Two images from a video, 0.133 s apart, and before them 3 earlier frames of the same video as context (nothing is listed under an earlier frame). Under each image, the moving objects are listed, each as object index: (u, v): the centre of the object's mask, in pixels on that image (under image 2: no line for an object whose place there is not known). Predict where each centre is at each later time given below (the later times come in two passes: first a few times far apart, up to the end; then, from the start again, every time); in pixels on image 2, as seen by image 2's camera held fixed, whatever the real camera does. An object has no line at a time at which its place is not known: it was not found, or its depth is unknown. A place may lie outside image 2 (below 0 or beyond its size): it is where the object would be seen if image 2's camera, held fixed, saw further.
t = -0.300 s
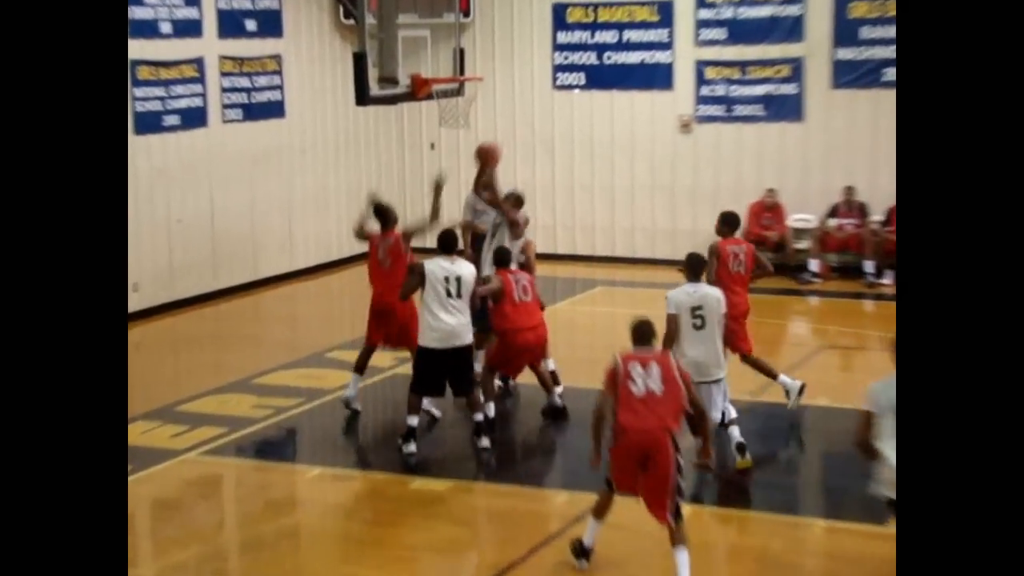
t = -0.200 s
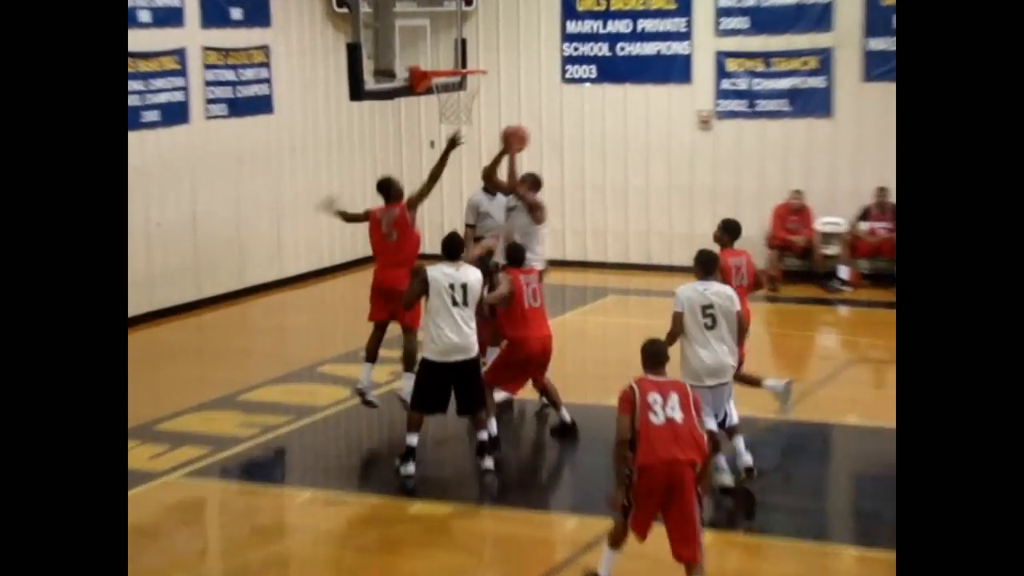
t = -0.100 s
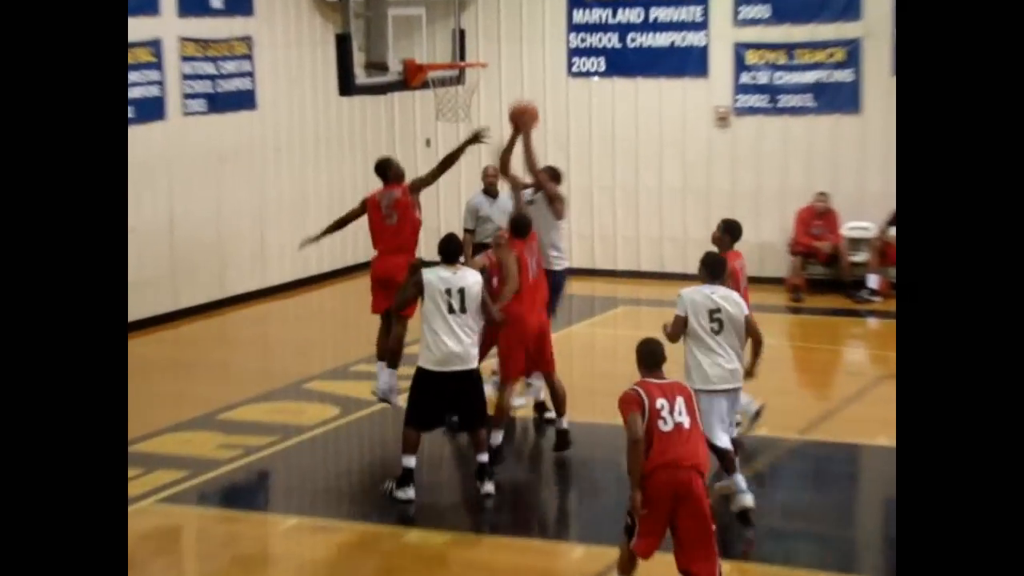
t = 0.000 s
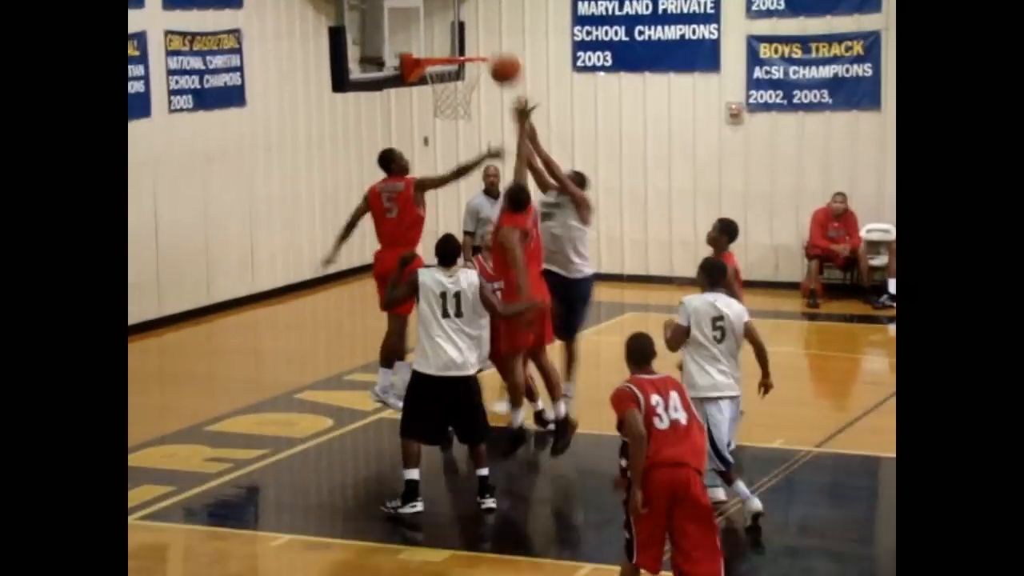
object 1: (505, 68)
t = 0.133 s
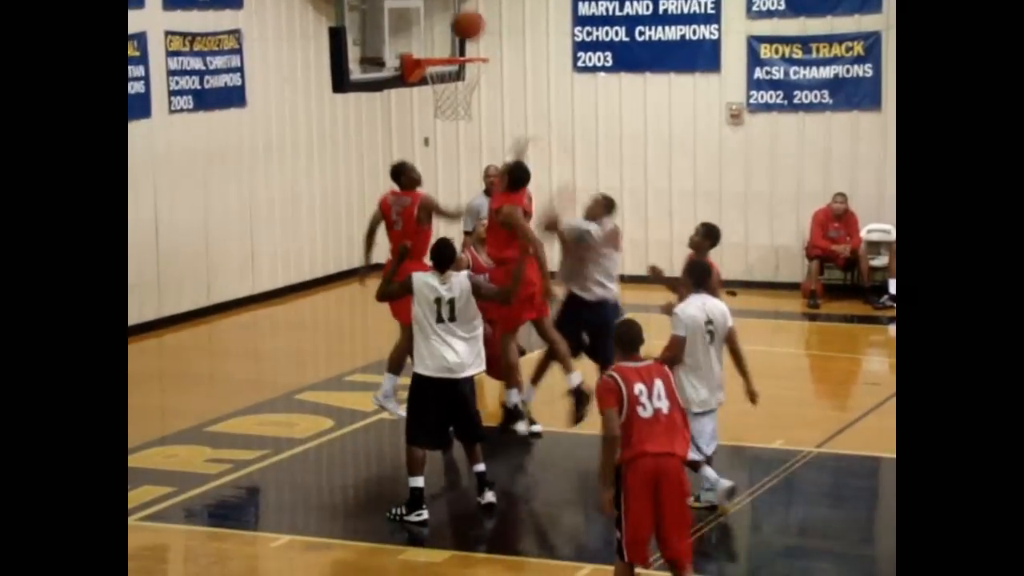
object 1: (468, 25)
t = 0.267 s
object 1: (431, 8)
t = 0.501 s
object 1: (449, 36)
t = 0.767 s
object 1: (465, 91)
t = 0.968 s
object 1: (453, 116)
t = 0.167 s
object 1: (458, 15)
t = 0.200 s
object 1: (448, 11)
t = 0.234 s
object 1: (438, 9)
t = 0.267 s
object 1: (431, 8)
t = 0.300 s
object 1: (433, 7)
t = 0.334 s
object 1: (436, 8)
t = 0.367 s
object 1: (438, 9)
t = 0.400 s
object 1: (440, 13)
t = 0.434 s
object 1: (443, 20)
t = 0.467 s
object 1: (446, 27)
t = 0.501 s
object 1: (449, 36)
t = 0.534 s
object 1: (452, 45)
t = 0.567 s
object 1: (455, 51)
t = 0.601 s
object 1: (458, 65)
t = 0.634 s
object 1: (462, 74)
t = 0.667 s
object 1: (465, 81)
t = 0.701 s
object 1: (467, 88)
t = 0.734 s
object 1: (467, 91)
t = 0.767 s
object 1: (465, 91)
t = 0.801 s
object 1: (464, 91)
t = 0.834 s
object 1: (462, 94)
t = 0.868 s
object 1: (460, 97)
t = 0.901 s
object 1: (457, 102)
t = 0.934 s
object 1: (455, 108)
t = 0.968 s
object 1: (453, 116)
